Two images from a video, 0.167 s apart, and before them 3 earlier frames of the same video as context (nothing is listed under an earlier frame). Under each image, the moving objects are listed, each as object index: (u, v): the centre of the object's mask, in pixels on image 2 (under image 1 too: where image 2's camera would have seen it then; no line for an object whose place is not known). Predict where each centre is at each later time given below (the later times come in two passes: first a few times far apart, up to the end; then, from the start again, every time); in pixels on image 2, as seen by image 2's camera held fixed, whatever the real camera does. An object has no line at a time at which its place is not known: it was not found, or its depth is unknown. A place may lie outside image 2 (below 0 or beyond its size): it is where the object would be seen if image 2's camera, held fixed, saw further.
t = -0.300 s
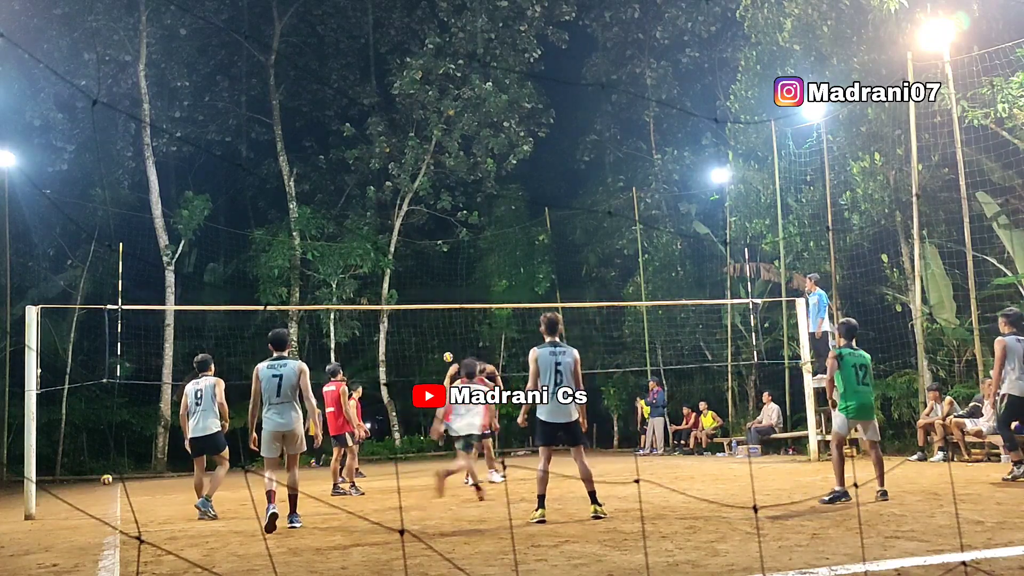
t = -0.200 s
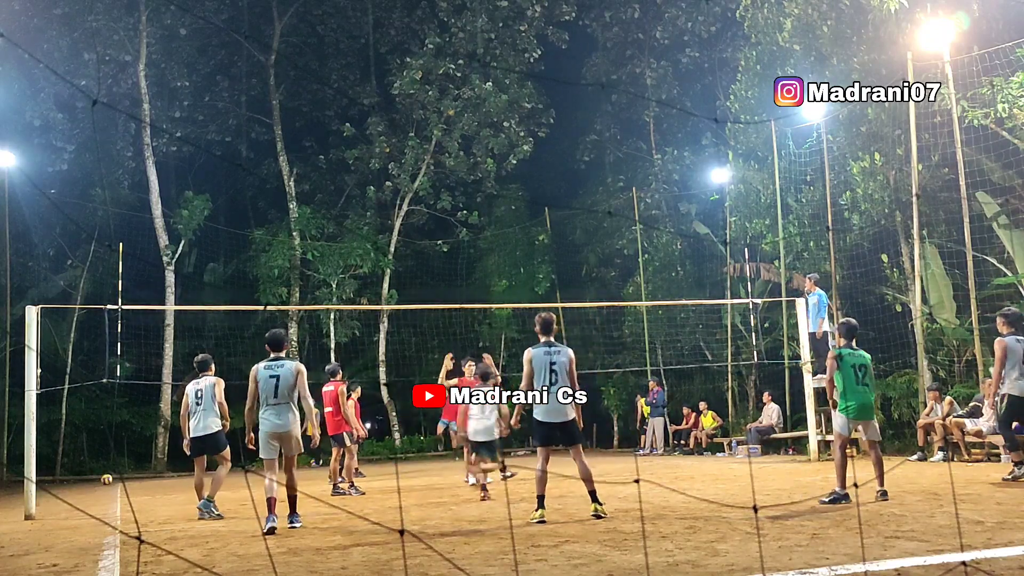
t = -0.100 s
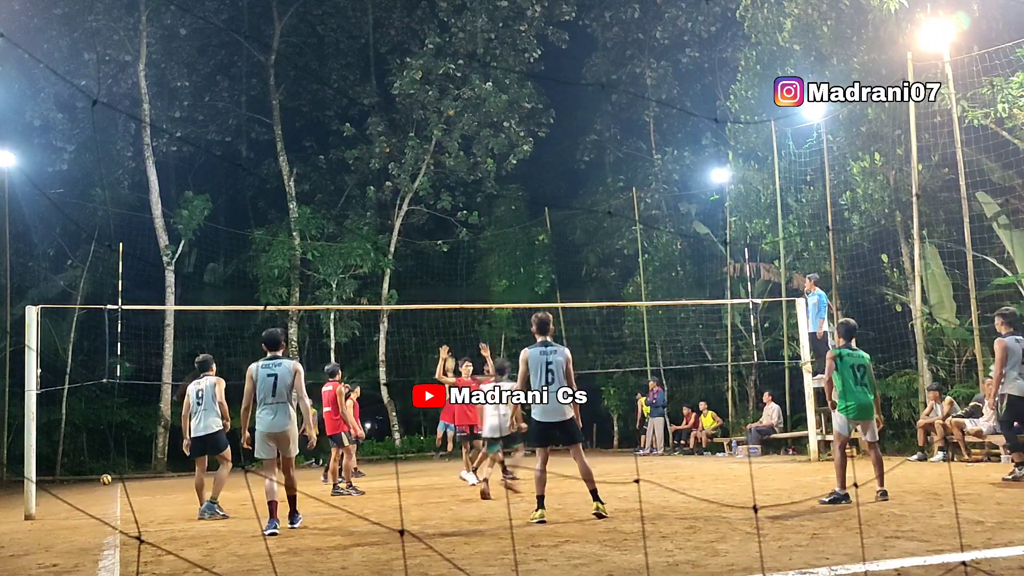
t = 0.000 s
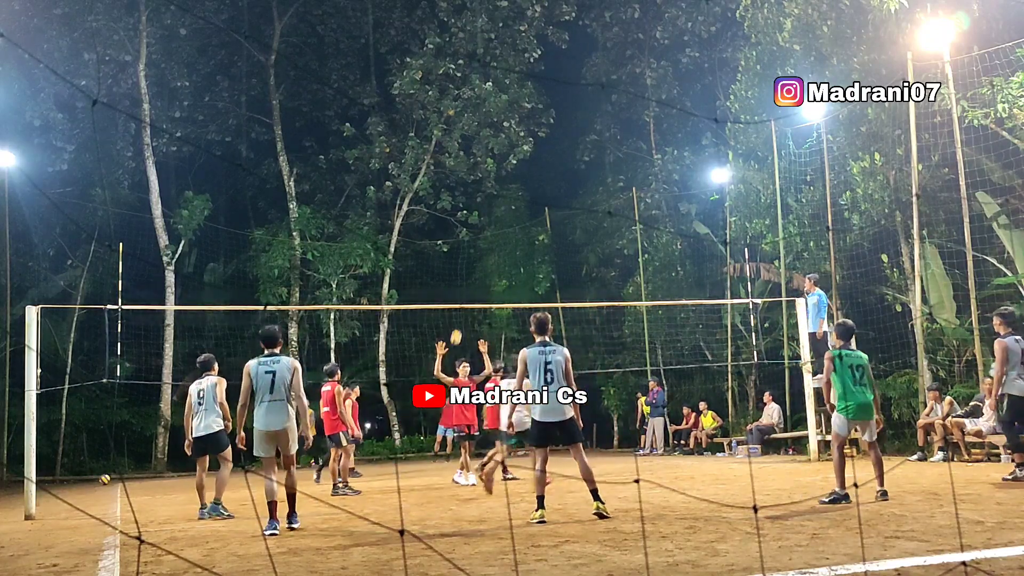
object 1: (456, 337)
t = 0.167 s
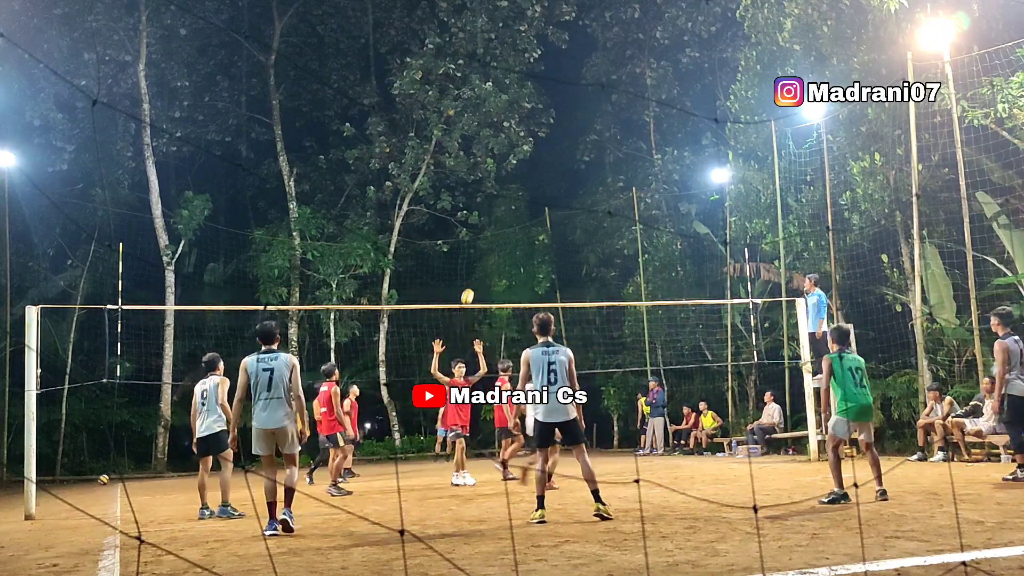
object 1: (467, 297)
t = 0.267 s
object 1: (476, 276)
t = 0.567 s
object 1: (516, 235)
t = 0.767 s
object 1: (562, 237)
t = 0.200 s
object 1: (470, 290)
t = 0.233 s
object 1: (473, 283)
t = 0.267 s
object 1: (476, 276)
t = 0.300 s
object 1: (480, 270)
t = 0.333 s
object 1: (483, 264)
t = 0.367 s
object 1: (487, 258)
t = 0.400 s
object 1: (491, 253)
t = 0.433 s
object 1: (495, 249)
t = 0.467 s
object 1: (500, 244)
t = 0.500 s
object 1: (505, 241)
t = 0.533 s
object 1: (510, 237)
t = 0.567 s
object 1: (516, 235)
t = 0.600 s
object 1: (523, 233)
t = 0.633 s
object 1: (529, 232)
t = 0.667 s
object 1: (537, 232)
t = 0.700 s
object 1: (544, 232)
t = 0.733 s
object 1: (553, 234)
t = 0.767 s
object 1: (562, 237)
